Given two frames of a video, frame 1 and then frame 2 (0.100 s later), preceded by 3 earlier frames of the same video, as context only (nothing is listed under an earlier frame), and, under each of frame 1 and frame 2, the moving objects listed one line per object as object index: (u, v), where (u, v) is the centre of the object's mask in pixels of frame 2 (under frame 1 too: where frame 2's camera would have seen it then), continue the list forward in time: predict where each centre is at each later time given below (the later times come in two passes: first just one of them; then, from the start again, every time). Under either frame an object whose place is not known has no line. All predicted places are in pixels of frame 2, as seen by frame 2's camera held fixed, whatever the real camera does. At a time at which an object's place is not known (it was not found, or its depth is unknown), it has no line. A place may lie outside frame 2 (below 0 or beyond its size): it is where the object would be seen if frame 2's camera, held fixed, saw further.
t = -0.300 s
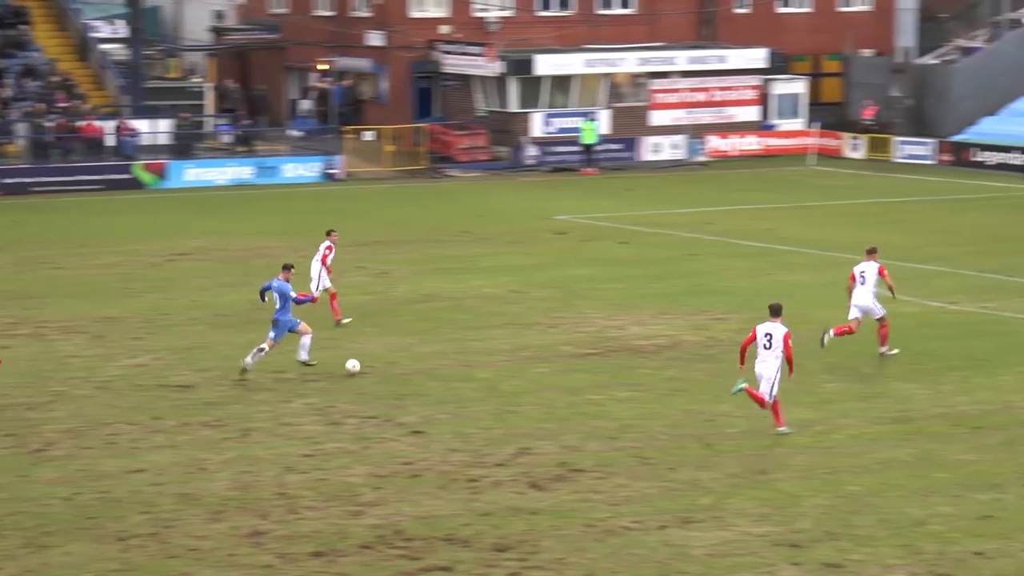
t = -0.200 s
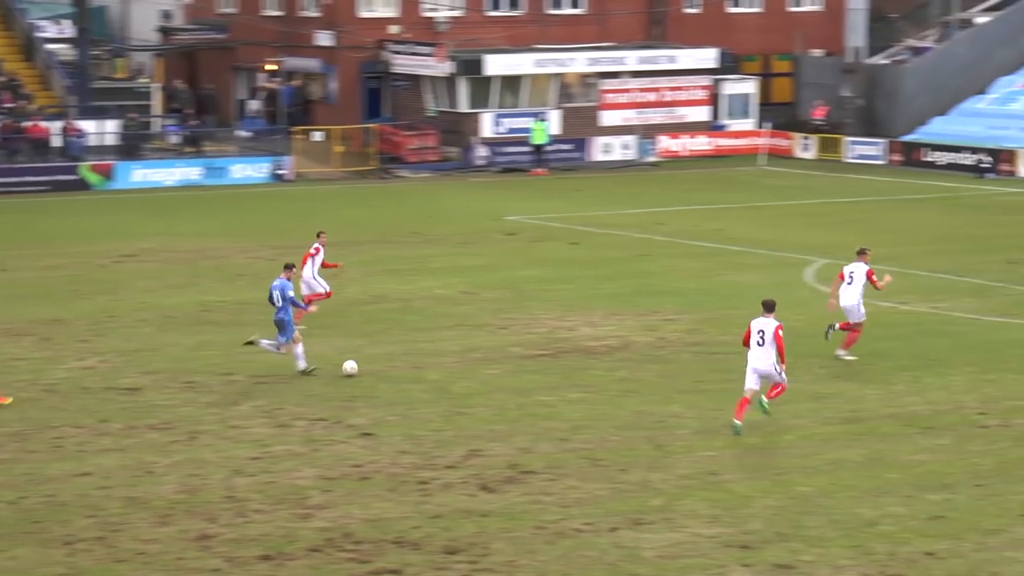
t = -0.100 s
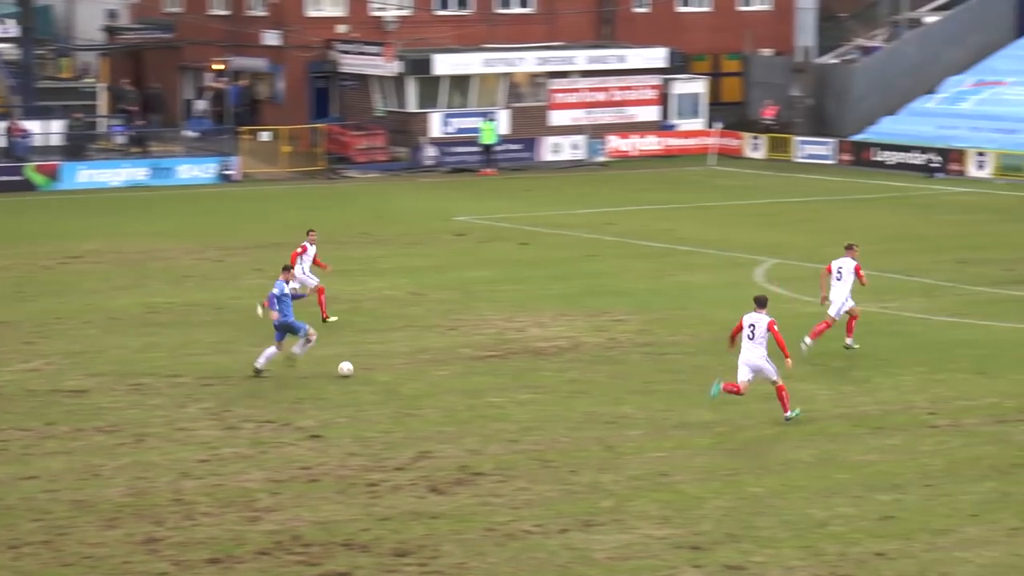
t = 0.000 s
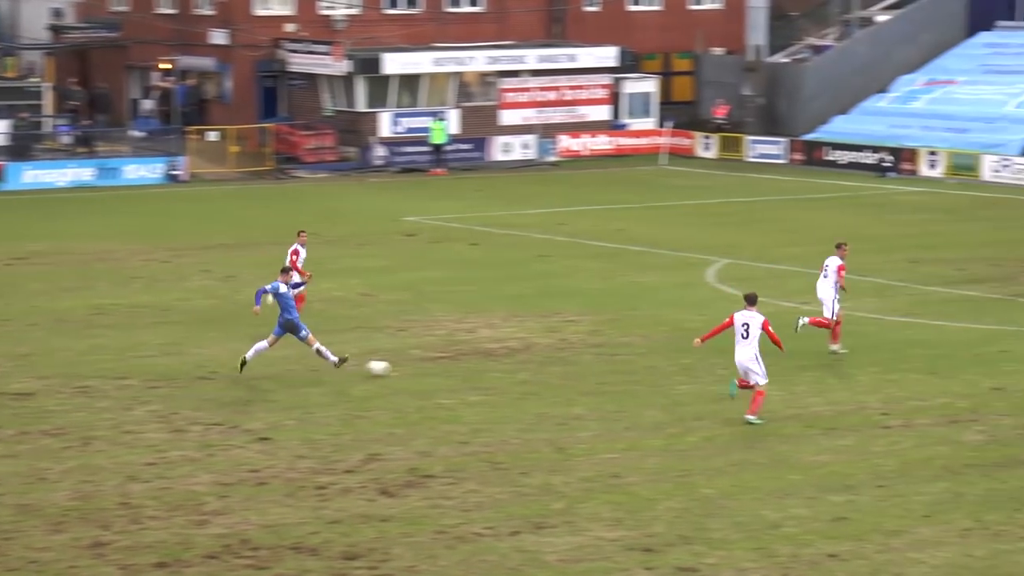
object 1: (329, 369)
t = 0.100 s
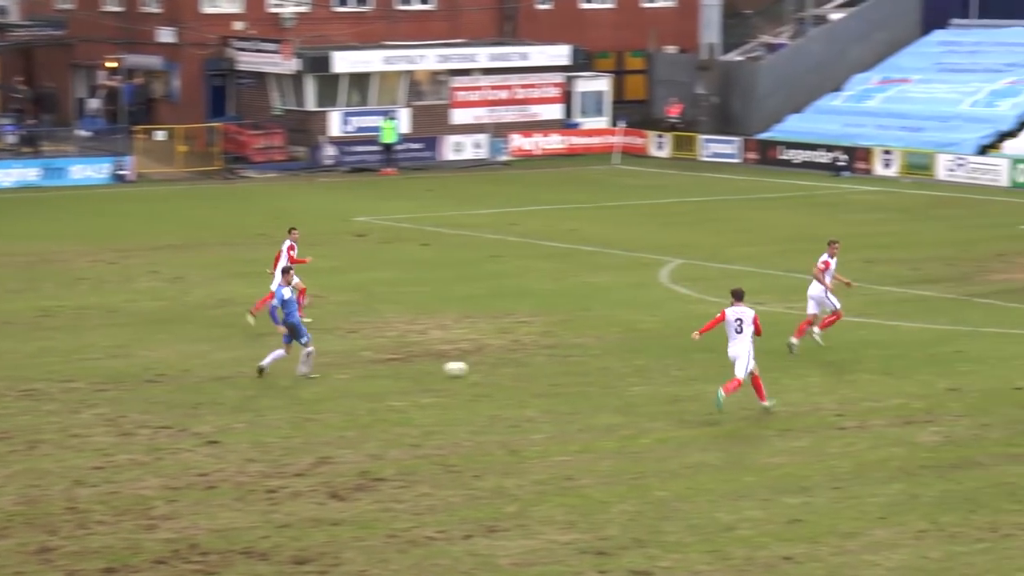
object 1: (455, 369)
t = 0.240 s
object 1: (621, 369)
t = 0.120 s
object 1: (480, 369)
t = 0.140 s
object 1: (504, 369)
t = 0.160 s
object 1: (528, 370)
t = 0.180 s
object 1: (552, 369)
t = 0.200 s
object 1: (575, 369)
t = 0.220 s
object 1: (598, 369)
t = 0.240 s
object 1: (621, 369)
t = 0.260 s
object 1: (644, 369)
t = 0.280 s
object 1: (666, 369)
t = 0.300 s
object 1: (688, 368)
